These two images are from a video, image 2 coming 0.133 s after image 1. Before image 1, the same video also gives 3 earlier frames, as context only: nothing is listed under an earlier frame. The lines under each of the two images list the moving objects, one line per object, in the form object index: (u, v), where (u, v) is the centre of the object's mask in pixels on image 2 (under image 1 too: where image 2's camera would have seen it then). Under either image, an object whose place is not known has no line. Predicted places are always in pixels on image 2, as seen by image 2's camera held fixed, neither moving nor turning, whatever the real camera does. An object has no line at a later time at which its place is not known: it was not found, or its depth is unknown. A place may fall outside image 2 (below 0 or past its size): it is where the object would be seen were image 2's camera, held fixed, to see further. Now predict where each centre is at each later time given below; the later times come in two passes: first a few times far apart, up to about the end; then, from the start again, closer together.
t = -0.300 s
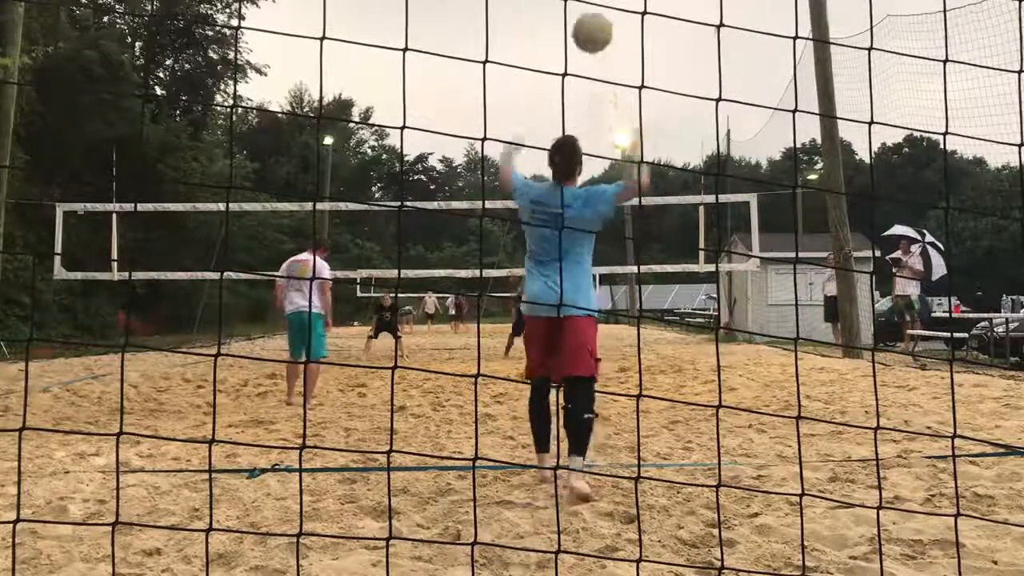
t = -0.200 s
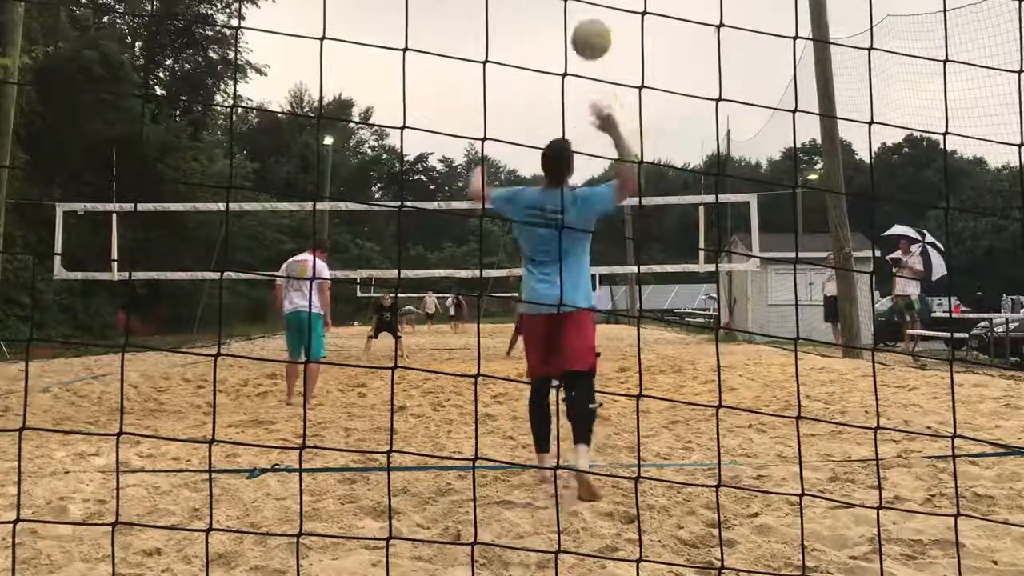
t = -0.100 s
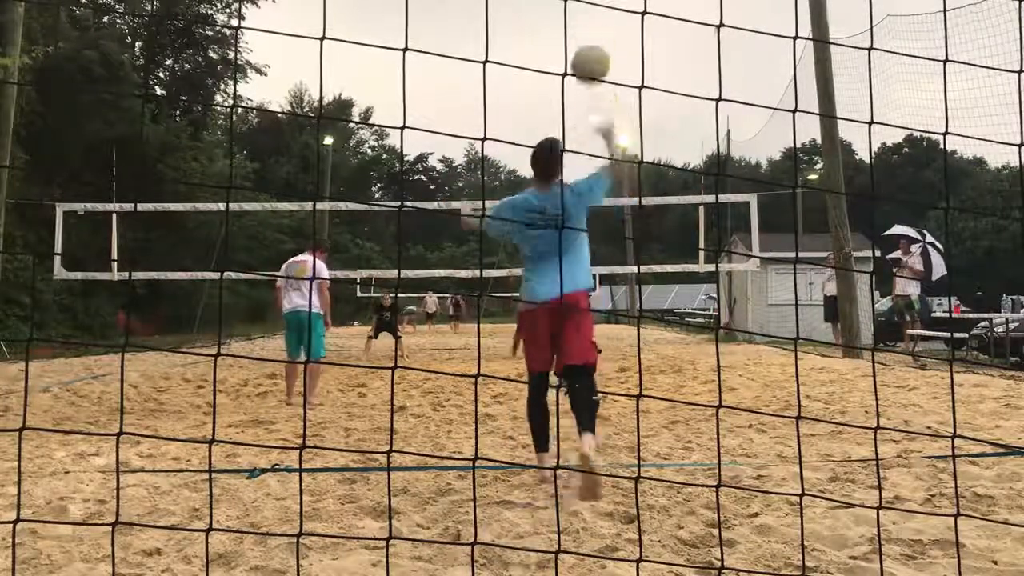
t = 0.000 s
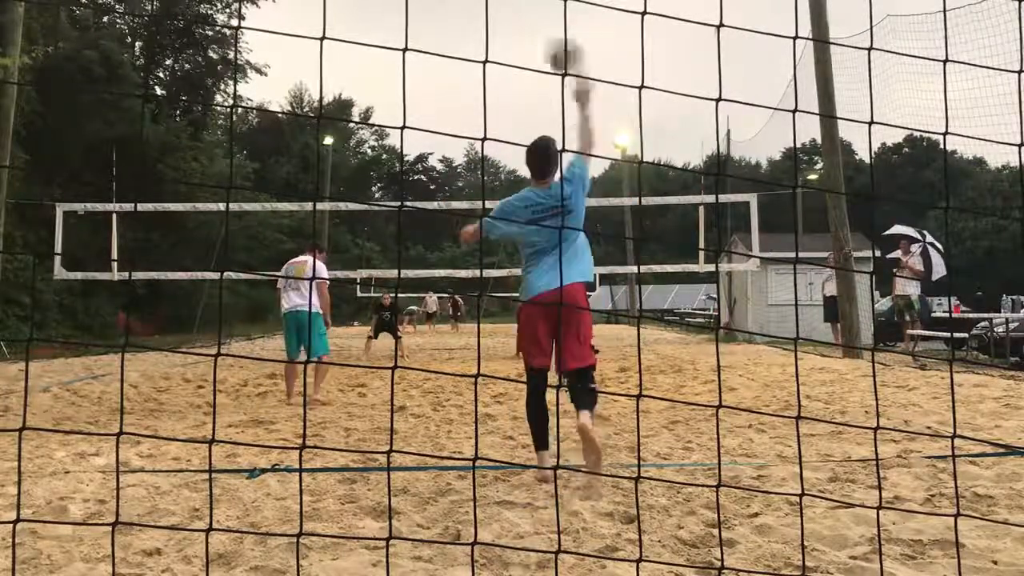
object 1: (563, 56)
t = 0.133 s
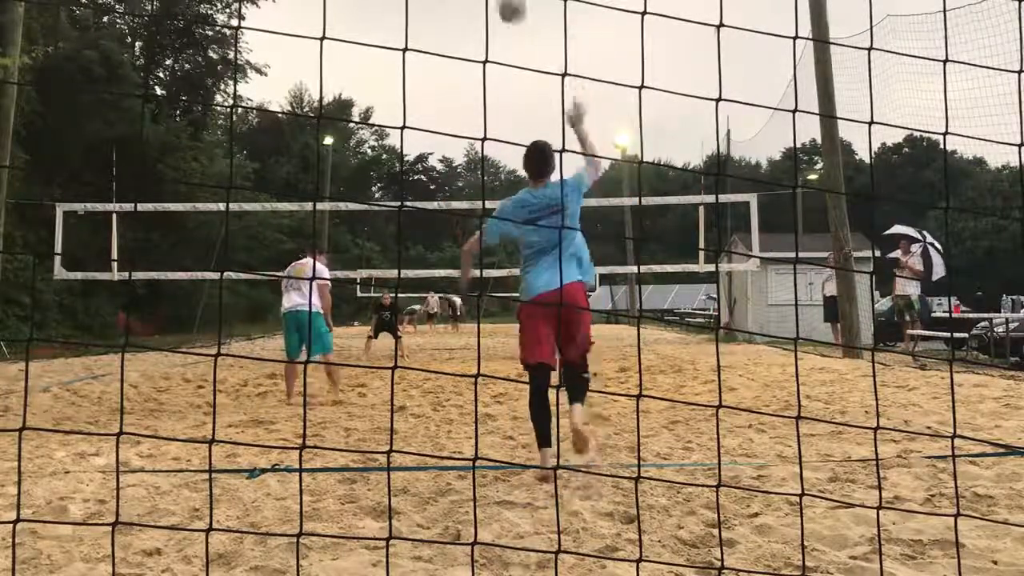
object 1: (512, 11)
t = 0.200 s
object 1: (494, 5)
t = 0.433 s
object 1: (448, 4)
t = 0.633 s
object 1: (425, 31)
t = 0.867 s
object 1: (399, 91)
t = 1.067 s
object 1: (384, 147)
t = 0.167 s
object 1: (502, 7)
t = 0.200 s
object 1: (494, 5)
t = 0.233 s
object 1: (485, 3)
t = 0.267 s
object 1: (477, 2)
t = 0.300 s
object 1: (469, 2)
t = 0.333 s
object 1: (464, 2)
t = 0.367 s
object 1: (459, 2)
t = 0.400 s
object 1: (452, 3)
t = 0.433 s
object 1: (448, 4)
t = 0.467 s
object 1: (443, 5)
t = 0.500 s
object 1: (439, 7)
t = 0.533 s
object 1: (436, 10)
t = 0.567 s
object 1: (432, 14)
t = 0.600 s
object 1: (429, 24)
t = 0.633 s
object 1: (425, 31)
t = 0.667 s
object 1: (421, 38)
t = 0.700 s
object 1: (417, 46)
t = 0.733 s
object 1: (414, 57)
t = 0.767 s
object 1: (411, 63)
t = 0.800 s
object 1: (408, 72)
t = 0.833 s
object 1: (403, 81)
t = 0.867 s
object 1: (399, 91)
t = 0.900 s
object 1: (396, 100)
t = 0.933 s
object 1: (393, 110)
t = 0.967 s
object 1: (390, 120)
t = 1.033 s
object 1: (385, 140)
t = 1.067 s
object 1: (384, 147)
